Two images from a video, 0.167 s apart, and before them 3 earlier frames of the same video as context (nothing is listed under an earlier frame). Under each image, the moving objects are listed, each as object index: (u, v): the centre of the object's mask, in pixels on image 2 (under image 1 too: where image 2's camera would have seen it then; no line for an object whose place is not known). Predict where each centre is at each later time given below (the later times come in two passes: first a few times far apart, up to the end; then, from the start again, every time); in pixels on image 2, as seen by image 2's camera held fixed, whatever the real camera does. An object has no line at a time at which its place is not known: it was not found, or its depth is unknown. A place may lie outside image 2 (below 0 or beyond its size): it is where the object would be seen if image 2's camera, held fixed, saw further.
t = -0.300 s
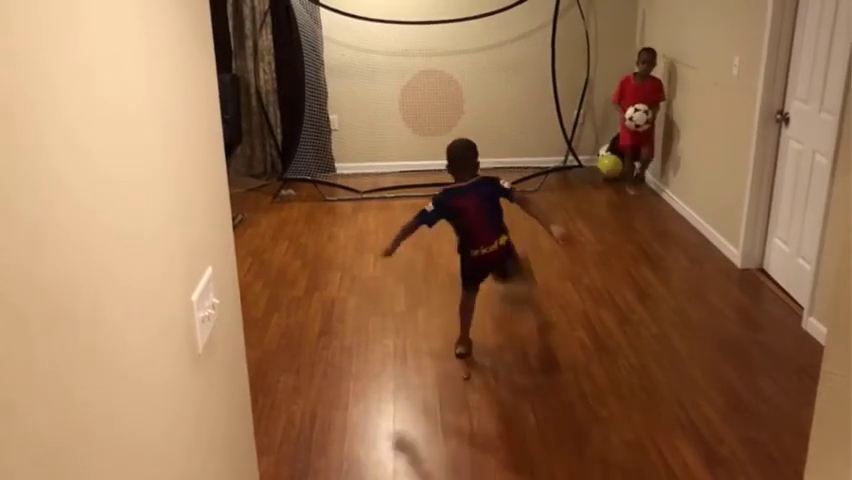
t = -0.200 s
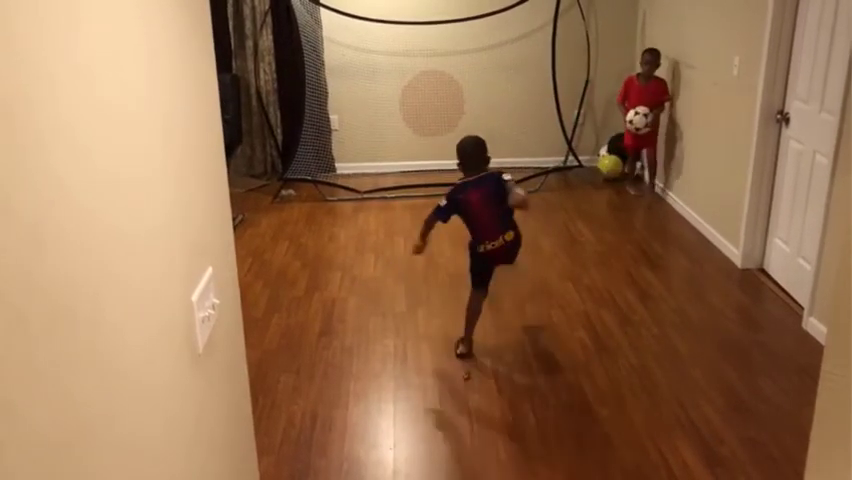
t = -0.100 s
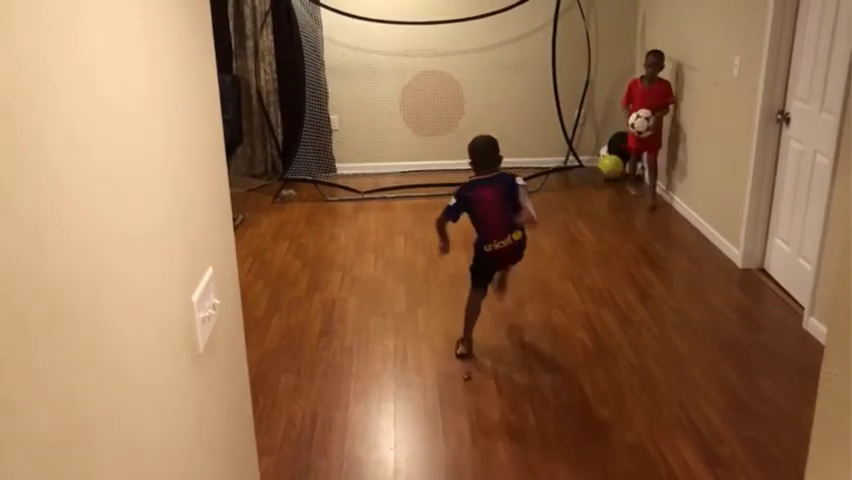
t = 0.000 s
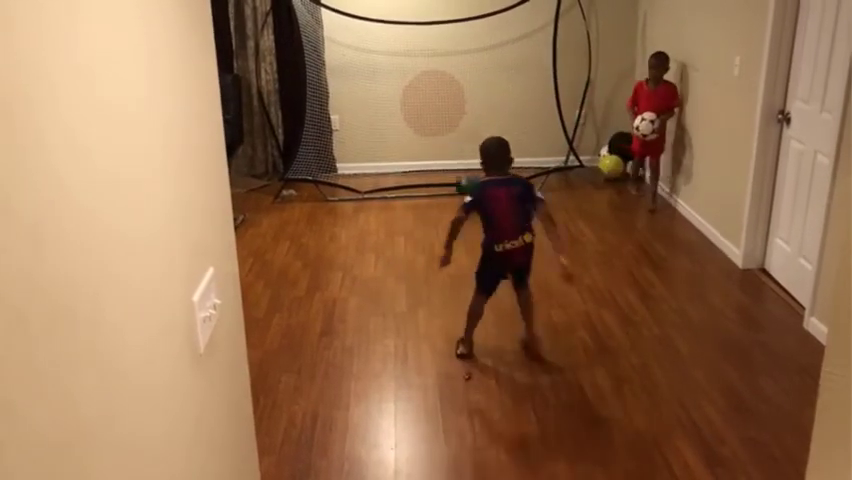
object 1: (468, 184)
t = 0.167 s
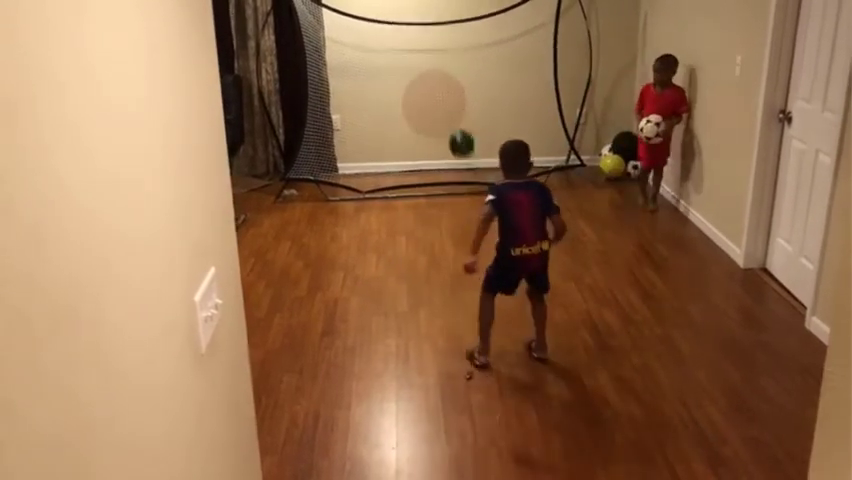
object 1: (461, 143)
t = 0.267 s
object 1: (458, 119)
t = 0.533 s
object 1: (451, 112)
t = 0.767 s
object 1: (443, 185)
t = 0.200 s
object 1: (460, 134)
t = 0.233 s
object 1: (460, 125)
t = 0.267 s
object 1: (458, 119)
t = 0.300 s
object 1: (457, 113)
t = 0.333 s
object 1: (456, 109)
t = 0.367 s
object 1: (456, 106)
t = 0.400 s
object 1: (455, 104)
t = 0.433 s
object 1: (454, 104)
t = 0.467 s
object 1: (453, 105)
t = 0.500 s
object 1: (451, 108)
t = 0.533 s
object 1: (451, 112)
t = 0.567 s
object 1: (450, 117)
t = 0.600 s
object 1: (448, 126)
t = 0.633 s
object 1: (447, 135)
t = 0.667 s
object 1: (446, 145)
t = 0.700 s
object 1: (445, 158)
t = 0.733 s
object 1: (445, 170)
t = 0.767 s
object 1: (443, 185)
